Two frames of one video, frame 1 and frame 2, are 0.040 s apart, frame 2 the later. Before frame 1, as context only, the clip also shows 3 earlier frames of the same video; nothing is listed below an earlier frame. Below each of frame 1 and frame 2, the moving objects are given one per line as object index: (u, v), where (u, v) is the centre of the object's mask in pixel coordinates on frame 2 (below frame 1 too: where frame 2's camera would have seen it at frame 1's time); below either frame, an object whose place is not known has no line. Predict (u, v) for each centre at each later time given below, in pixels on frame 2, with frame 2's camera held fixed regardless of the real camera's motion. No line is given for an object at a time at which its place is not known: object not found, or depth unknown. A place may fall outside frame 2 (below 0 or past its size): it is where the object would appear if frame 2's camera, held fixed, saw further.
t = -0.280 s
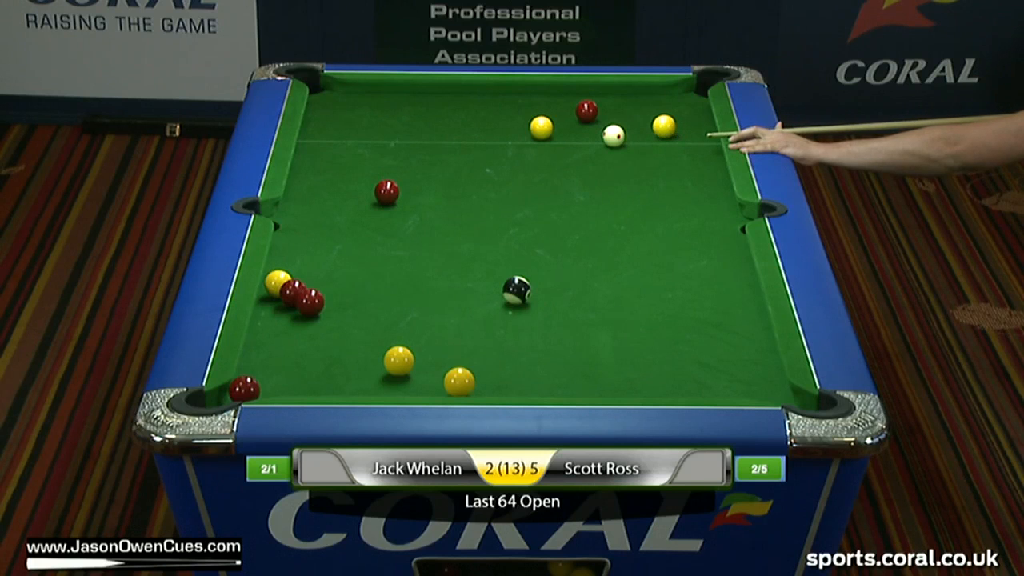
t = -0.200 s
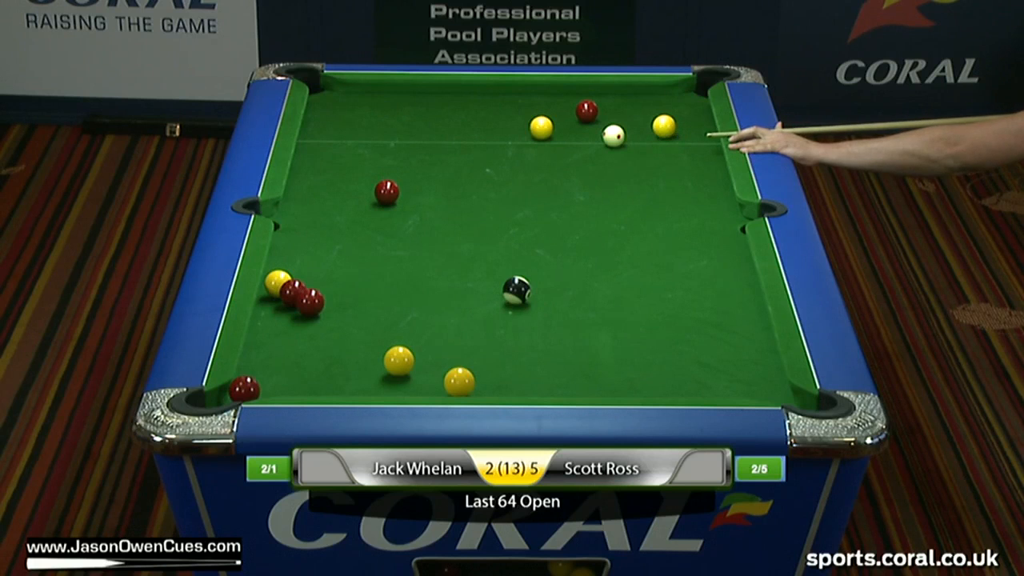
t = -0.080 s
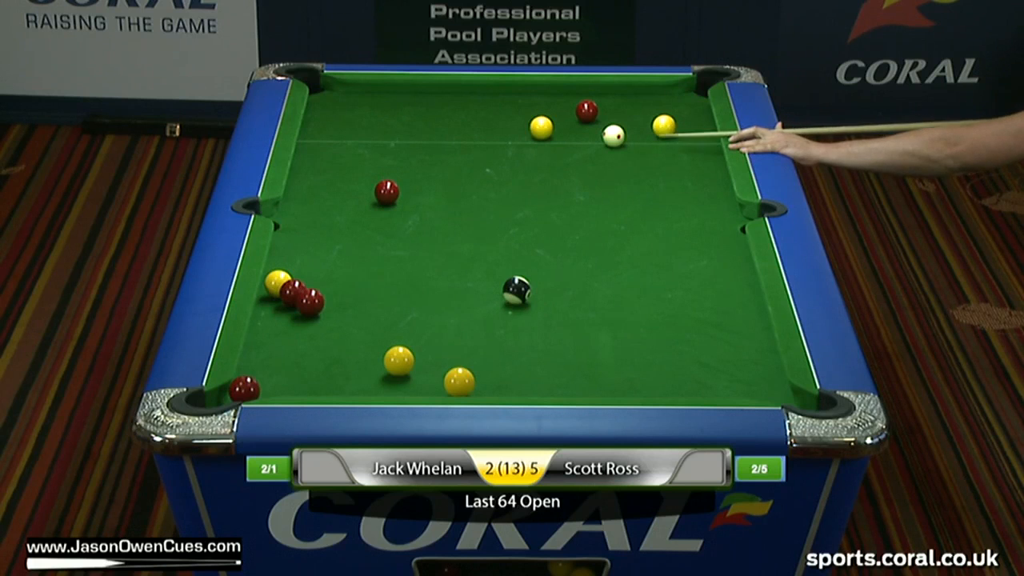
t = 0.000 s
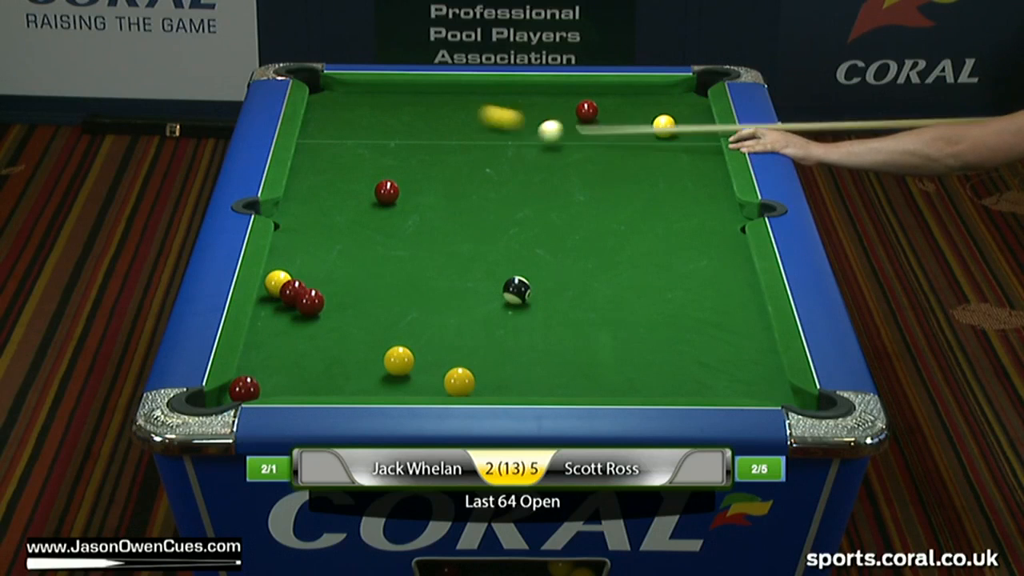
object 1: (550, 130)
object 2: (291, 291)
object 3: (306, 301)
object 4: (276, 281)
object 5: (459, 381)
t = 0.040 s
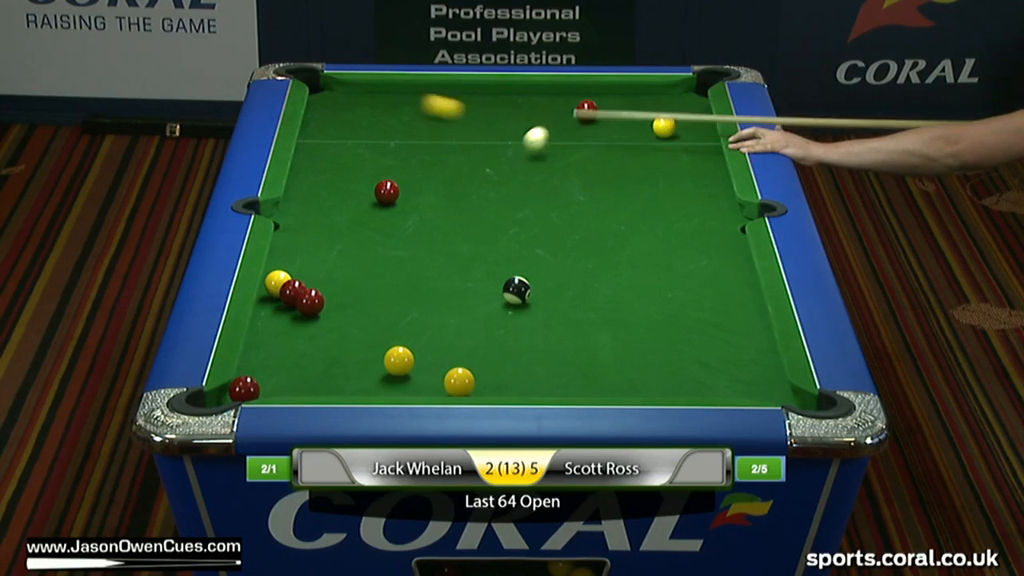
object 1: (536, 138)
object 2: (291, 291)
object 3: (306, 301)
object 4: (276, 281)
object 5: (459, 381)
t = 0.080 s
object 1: (521, 153)
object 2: (291, 291)
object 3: (306, 301)
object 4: (276, 281)
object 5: (459, 381)
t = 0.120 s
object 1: (506, 163)
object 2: (291, 291)
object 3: (306, 301)
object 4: (276, 281)
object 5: (459, 381)
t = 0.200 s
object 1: (476, 182)
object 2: (291, 291)
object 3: (306, 301)
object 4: (276, 281)
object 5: (459, 381)
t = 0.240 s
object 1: (461, 192)
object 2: (291, 291)
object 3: (306, 301)
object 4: (276, 281)
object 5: (459, 381)
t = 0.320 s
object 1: (430, 209)
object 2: (291, 291)
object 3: (306, 301)
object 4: (276, 281)
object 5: (459, 381)
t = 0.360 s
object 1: (414, 217)
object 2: (291, 291)
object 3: (306, 301)
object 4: (276, 281)
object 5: (459, 381)
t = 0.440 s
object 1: (383, 233)
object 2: (291, 291)
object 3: (306, 301)
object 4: (276, 281)
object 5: (459, 381)
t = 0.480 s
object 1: (366, 241)
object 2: (291, 291)
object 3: (306, 301)
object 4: (276, 281)
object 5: (459, 381)
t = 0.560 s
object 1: (333, 258)
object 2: (291, 291)
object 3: (306, 301)
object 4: (276, 281)
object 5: (459, 381)
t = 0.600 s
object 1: (317, 265)
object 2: (291, 291)
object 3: (306, 301)
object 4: (276, 281)
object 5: (459, 381)
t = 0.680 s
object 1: (297, 273)
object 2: (293, 292)
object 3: (308, 301)
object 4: (274, 286)
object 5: (459, 381)
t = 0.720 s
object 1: (297, 274)
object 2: (301, 293)
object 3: (314, 304)
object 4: (277, 286)
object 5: (459, 381)
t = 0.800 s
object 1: (298, 278)
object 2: (315, 296)
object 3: (326, 309)
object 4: (278, 287)
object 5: (459, 381)
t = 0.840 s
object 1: (299, 278)
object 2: (321, 297)
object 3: (331, 311)
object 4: (277, 288)
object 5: (459, 381)
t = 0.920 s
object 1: (299, 279)
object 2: (335, 300)
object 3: (344, 317)
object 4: (276, 290)
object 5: (459, 381)
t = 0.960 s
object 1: (299, 280)
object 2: (342, 302)
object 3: (350, 319)
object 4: (275, 290)
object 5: (459, 381)
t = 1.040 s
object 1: (300, 280)
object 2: (356, 305)
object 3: (361, 324)
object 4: (274, 292)
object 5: (459, 381)
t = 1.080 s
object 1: (300, 281)
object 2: (363, 307)
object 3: (366, 327)
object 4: (273, 293)
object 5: (459, 381)
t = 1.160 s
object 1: (301, 281)
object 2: (375, 310)
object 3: (377, 331)
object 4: (272, 294)
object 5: (459, 381)
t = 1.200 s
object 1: (301, 281)
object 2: (382, 312)
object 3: (382, 334)
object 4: (271, 295)
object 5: (459, 381)
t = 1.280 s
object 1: (302, 281)
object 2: (394, 316)
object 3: (392, 336)
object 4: (271, 296)
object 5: (459, 381)
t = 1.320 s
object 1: (302, 282)
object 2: (400, 318)
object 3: (397, 338)
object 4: (272, 296)
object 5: (459, 381)
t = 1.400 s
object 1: (303, 281)
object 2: (412, 321)
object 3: (410, 342)
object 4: (272, 297)
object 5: (459, 381)
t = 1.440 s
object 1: (303, 281)
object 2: (418, 323)
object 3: (415, 345)
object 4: (272, 298)
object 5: (459, 381)
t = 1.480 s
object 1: (303, 281)
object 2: (424, 325)
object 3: (419, 348)
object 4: (272, 298)
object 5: (459, 381)
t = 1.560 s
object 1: (303, 281)
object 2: (435, 328)
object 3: (428, 354)
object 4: (273, 299)
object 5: (459, 381)
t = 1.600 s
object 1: (303, 281)
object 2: (441, 330)
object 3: (433, 356)
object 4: (273, 299)
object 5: (459, 381)
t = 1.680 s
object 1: (303, 281)
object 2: (452, 334)
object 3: (442, 360)
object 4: (273, 300)
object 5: (459, 381)
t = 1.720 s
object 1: (303, 281)
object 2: (457, 335)
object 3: (446, 361)
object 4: (274, 300)
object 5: (459, 381)
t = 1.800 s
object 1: (303, 281)
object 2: (468, 338)
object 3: (456, 362)
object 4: (274, 300)
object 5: (459, 382)
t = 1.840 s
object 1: (303, 281)
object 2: (474, 339)
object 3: (462, 363)
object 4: (274, 300)
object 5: (459, 382)
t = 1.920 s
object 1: (303, 281)
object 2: (484, 341)
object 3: (474, 368)
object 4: (274, 300)
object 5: (459, 383)
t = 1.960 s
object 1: (303, 281)
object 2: (490, 342)
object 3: (478, 370)
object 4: (274, 300)
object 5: (458, 384)
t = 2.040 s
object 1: (303, 281)
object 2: (500, 344)
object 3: (486, 374)
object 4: (275, 300)
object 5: (458, 385)
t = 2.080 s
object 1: (303, 281)
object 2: (505, 346)
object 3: (490, 374)
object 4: (275, 300)
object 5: (458, 385)
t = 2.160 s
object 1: (303, 281)
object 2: (516, 349)
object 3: (499, 376)
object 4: (275, 300)
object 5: (458, 386)
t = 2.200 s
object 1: (303, 281)
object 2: (521, 350)
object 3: (504, 376)
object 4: (275, 300)
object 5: (458, 387)
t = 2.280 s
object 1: (303, 281)
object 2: (530, 352)
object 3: (513, 377)
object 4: (275, 300)
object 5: (458, 388)
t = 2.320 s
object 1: (303, 281)
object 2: (535, 353)
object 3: (517, 378)
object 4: (275, 300)
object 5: (458, 388)
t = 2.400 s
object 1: (303, 281)
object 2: (545, 355)
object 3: (525, 379)
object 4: (275, 300)
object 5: (458, 389)
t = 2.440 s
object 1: (303, 281)
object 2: (549, 356)
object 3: (530, 380)
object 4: (275, 300)
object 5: (457, 389)
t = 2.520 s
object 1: (303, 281)
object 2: (558, 358)
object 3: (537, 381)
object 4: (275, 300)
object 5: (457, 389)
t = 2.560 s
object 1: (303, 281)
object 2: (563, 360)
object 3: (541, 381)
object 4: (275, 300)
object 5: (457, 390)
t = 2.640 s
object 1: (303, 281)
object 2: (572, 362)
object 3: (549, 382)
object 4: (275, 300)
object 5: (457, 389)
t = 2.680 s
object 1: (303, 281)
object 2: (576, 363)
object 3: (552, 382)
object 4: (275, 300)
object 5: (457, 389)
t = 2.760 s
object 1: (303, 281)
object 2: (584, 365)
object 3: (560, 383)
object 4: (275, 300)
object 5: (457, 389)
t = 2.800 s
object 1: (303, 281)
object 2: (588, 366)
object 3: (563, 383)
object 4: (275, 300)
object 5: (457, 389)
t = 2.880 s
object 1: (303, 281)
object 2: (596, 367)
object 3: (569, 384)
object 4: (275, 300)
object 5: (456, 389)
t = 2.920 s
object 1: (303, 281)
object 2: (600, 368)
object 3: (573, 384)
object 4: (275, 300)
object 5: (456, 389)
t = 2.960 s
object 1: (303, 281)
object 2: (604, 369)
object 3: (575, 384)
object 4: (275, 300)
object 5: (456, 389)
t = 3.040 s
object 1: (303, 281)
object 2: (611, 371)
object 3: (581, 385)
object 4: (275, 300)
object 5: (456, 389)
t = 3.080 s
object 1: (303, 281)
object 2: (615, 372)
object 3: (584, 386)
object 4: (275, 300)
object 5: (456, 389)
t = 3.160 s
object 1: (303, 281)
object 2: (622, 374)
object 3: (590, 386)
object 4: (275, 300)
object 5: (456, 389)
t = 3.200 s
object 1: (303, 281)
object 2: (626, 375)
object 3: (592, 386)
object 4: (275, 300)
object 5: (456, 389)
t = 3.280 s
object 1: (303, 281)
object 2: (632, 376)
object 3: (598, 387)
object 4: (275, 300)
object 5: (456, 389)
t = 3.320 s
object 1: (303, 281)
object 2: (635, 377)
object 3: (600, 387)
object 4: (275, 300)
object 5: (456, 389)
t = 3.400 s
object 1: (303, 281)
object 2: (641, 379)
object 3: (605, 387)
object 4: (275, 300)
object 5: (456, 389)
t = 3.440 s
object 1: (303, 281)
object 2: (645, 379)
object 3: (607, 387)
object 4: (275, 300)
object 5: (456, 389)
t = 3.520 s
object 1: (303, 281)
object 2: (650, 380)
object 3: (611, 387)
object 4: (275, 300)
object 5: (456, 389)
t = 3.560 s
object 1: (303, 281)
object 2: (653, 380)
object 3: (613, 388)
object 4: (275, 300)
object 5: (456, 389)
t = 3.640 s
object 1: (303, 281)
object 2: (659, 381)
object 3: (617, 388)
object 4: (275, 300)
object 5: (456, 389)
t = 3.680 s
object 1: (303, 281)
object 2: (661, 381)
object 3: (619, 388)
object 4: (275, 300)
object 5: (456, 389)
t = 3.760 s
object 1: (303, 281)
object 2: (666, 382)
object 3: (622, 388)
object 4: (275, 300)
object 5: (456, 389)
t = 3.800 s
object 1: (303, 281)
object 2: (669, 382)
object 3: (623, 388)
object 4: (275, 300)
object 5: (456, 389)
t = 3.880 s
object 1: (303, 281)
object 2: (673, 383)
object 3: (626, 389)
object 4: (275, 300)
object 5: (456, 389)
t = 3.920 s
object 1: (303, 281)
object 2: (675, 383)
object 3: (627, 389)
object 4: (275, 300)
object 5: (456, 389)
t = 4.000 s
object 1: (303, 281)
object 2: (680, 384)
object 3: (629, 389)
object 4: (275, 300)
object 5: (456, 389)
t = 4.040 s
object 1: (303, 281)
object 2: (682, 384)
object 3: (630, 389)
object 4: (275, 300)
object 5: (456, 389)
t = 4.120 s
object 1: (303, 281)
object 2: (685, 384)
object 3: (631, 389)
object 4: (275, 300)
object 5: (456, 389)
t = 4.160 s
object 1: (303, 281)
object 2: (687, 385)
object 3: (632, 389)
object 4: (275, 300)
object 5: (456, 389)
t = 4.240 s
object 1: (303, 281)
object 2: (690, 385)
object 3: (633, 389)
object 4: (275, 300)
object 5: (456, 389)
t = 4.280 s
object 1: (303, 281)
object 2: (692, 385)
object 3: (634, 389)
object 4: (275, 300)
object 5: (456, 389)
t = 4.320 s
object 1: (303, 281)
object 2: (694, 385)
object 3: (634, 389)
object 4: (275, 300)
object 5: (456, 389)
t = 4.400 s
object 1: (303, 281)
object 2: (696, 385)
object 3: (634, 389)
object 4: (275, 300)
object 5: (456, 389)
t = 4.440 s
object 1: (303, 281)
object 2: (697, 386)
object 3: (634, 389)
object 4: (275, 300)
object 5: (456, 389)
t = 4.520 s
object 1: (303, 281)
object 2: (699, 386)
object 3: (635, 389)
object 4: (275, 300)
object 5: (456, 389)
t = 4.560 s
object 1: (303, 281)
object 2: (700, 386)
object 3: (634, 389)
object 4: (275, 300)
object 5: (456, 389)
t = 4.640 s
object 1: (303, 281)
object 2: (702, 386)
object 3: (634, 389)
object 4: (275, 300)
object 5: (456, 389)
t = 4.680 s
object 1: (303, 281)
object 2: (703, 386)
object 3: (634, 389)
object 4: (275, 300)
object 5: (456, 389)
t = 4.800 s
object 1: (303, 281)
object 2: (704, 386)
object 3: (634, 389)
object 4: (275, 300)
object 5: (456, 389)
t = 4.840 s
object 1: (303, 281)
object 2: (704, 386)
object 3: (634, 389)
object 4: (275, 300)
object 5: (456, 389)
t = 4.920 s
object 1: (303, 281)
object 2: (704, 386)
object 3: (634, 389)
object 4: (275, 300)
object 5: (456, 389)
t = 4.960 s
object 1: (303, 281)
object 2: (704, 386)
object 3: (634, 389)
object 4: (275, 300)
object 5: (456, 389)
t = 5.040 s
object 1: (303, 281)
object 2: (704, 386)
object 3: (634, 389)
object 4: (275, 300)
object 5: (456, 389)
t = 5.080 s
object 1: (303, 281)
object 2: (704, 386)
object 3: (634, 389)
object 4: (275, 300)
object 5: (456, 389)
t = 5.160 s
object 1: (303, 281)
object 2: (704, 386)
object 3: (634, 389)
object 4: (275, 300)
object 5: (456, 389)
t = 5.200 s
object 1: (303, 281)
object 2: (704, 386)
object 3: (634, 389)
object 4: (275, 300)
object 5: (456, 389)
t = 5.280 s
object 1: (303, 281)
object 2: (703, 386)
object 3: (634, 389)
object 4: (275, 300)
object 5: (456, 389)
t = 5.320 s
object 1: (303, 281)
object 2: (703, 386)
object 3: (634, 389)
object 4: (275, 300)
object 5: (456, 389)
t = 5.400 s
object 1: (303, 281)
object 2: (703, 386)
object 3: (634, 389)
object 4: (275, 300)
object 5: (456, 389)
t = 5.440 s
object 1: (303, 281)
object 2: (703, 386)
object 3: (634, 389)
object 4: (275, 300)
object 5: (456, 389)
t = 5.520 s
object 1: (303, 281)
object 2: (703, 386)
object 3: (634, 389)
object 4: (275, 300)
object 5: (456, 389)
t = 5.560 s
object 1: (303, 281)
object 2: (703, 386)
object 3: (634, 389)
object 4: (275, 300)
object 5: (456, 389)
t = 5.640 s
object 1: (303, 281)
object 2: (703, 386)
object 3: (634, 389)
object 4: (275, 300)
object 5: (456, 389)
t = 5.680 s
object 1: (303, 281)
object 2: (703, 386)
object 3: (634, 389)
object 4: (275, 300)
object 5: (456, 389)
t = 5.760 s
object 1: (303, 281)
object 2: (703, 386)
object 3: (634, 389)
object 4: (275, 300)
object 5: (456, 389)
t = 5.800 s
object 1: (303, 281)
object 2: (703, 386)
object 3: (634, 389)
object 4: (275, 300)
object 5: (456, 389)
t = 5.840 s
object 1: (303, 281)
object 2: (703, 386)
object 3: (634, 389)
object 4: (275, 300)
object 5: (456, 389)
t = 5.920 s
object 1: (303, 281)
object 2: (703, 386)
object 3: (634, 389)
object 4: (275, 300)
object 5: (456, 389)
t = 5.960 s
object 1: (303, 281)
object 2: (703, 386)
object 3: (634, 389)
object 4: (275, 300)
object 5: (456, 389)
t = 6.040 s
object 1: (303, 281)
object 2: (703, 386)
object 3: (634, 389)
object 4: (275, 300)
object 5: (456, 389)
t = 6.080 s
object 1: (303, 281)
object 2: (703, 386)
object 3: (634, 389)
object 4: (275, 300)
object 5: (456, 389)
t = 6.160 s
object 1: (303, 281)
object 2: (703, 386)
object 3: (634, 389)
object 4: (275, 300)
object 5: (456, 389)
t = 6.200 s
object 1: (303, 281)
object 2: (703, 386)
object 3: (634, 389)
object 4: (275, 300)
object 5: (456, 389)
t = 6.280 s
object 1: (303, 281)
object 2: (703, 386)
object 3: (634, 389)
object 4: (275, 300)
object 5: (456, 389)
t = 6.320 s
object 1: (303, 281)
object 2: (703, 386)
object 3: (634, 389)
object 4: (275, 300)
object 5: (456, 389)
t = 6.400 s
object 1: (303, 281)
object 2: (703, 386)
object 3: (634, 389)
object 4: (275, 300)
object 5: (456, 389)
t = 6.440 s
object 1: (303, 281)
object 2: (703, 386)
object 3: (634, 389)
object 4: (275, 300)
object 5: (456, 389)
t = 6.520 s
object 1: (303, 281)
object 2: (703, 386)
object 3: (634, 389)
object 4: (275, 300)
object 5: (456, 389)
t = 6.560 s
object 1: (303, 281)
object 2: (703, 386)
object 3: (634, 389)
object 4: (275, 300)
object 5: (456, 389)
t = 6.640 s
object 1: (303, 281)
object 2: (703, 386)
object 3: (634, 389)
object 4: (275, 300)
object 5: (456, 389)
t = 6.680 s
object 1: (303, 281)
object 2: (703, 386)
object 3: (634, 389)
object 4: (275, 300)
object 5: (456, 389)
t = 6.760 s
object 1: (303, 281)
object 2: (703, 386)
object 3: (634, 389)
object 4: (275, 300)
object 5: (456, 389)
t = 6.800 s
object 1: (303, 281)
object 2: (703, 386)
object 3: (634, 389)
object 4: (275, 300)
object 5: (456, 389)
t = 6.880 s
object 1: (303, 281)
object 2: (703, 386)
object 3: (634, 389)
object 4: (275, 300)
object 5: (456, 389)
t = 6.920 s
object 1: (303, 281)
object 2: (703, 386)
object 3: (634, 389)
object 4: (275, 300)
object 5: (456, 389)
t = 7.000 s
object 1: (303, 281)
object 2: (703, 386)
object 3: (634, 389)
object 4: (275, 300)
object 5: (456, 389)
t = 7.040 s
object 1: (303, 281)
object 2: (703, 386)
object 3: (634, 389)
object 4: (275, 300)
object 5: (456, 389)
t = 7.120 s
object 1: (303, 281)
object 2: (703, 386)
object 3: (634, 389)
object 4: (275, 300)
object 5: (456, 389)
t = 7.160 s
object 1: (303, 281)
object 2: (703, 386)
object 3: (634, 389)
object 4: (275, 300)
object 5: (456, 389)
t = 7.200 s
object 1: (303, 281)
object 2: (703, 386)
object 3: (634, 389)
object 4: (275, 300)
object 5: (456, 389)
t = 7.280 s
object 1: (303, 281)
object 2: (703, 386)
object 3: (634, 389)
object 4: (275, 300)
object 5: (456, 389)
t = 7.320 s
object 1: (303, 281)
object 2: (703, 386)
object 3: (634, 389)
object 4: (275, 300)
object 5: (456, 389)
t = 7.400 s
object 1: (303, 281)
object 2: (703, 386)
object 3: (634, 389)
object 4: (275, 300)
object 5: (456, 389)
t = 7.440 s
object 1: (303, 281)
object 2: (703, 386)
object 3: (634, 389)
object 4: (275, 300)
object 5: (456, 389)
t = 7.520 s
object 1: (303, 281)
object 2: (703, 386)
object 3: (634, 389)
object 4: (275, 300)
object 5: (456, 389)
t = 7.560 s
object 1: (303, 281)
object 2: (703, 386)
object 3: (634, 389)
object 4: (275, 300)
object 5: (456, 389)
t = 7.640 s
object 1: (303, 281)
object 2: (703, 386)
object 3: (634, 389)
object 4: (275, 300)
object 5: (456, 389)
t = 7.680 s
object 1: (303, 281)
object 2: (703, 386)
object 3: (634, 389)
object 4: (275, 300)
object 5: (456, 389)
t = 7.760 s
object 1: (303, 281)
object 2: (703, 386)
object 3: (634, 389)
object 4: (275, 300)
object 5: (456, 389)
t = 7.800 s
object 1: (303, 281)
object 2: (703, 386)
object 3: (634, 389)
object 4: (275, 300)
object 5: (456, 389)
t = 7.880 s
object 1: (303, 281)
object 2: (703, 386)
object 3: (634, 389)
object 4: (275, 300)
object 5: (456, 389)
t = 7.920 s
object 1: (303, 281)
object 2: (703, 386)
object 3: (634, 389)
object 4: (275, 300)
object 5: (456, 389)
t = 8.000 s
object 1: (303, 281)
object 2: (703, 386)
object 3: (634, 389)
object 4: (275, 300)
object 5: (456, 389)
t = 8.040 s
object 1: (303, 281)
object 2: (703, 386)
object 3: (634, 389)
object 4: (275, 300)
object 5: (456, 389)
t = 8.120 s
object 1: (303, 281)
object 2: (703, 386)
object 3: (634, 389)
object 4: (275, 300)
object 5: (456, 389)
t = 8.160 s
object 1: (303, 281)
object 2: (703, 386)
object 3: (634, 389)
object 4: (275, 300)
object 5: (456, 389)
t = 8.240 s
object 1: (303, 281)
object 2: (703, 386)
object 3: (634, 389)
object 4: (275, 300)
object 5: (456, 389)
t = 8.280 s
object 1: (303, 281)
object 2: (703, 386)
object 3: (634, 389)
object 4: (275, 300)
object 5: (456, 389)
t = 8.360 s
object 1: (303, 281)
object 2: (703, 386)
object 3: (634, 389)
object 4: (275, 300)
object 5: (456, 389)
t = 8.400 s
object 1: (303, 281)
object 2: (703, 386)
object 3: (634, 389)
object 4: (275, 300)
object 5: (456, 389)
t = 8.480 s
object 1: (303, 281)
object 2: (703, 386)
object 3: (634, 389)
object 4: (275, 300)
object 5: (456, 389)
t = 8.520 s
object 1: (303, 281)
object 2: (703, 386)
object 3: (634, 389)
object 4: (275, 300)
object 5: (456, 389)
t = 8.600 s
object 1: (303, 281)
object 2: (703, 386)
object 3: (634, 389)
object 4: (275, 300)
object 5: (456, 389)
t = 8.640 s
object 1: (303, 281)
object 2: (703, 386)
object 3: (634, 389)
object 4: (275, 300)
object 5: (456, 389)
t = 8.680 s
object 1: (303, 281)
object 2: (703, 386)
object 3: (634, 389)
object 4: (275, 300)
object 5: (456, 389)
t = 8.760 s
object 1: (303, 281)
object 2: (703, 386)
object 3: (634, 389)
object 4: (275, 300)
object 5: (456, 389)
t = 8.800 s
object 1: (303, 281)
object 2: (703, 386)
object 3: (634, 389)
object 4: (275, 300)
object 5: (456, 389)
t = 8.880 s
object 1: (303, 281)
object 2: (703, 386)
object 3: (634, 389)
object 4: (275, 300)
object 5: (456, 389)
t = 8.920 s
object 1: (303, 281)
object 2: (703, 386)
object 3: (634, 389)
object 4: (275, 300)
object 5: (456, 389)
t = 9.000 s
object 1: (303, 281)
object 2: (703, 386)
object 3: (634, 389)
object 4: (275, 300)
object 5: (456, 389)
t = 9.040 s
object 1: (303, 281)
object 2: (703, 386)
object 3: (634, 389)
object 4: (275, 300)
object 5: (456, 389)
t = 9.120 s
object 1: (303, 281)
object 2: (703, 386)
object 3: (634, 389)
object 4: (275, 300)
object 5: (456, 389)
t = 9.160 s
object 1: (303, 281)
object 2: (703, 386)
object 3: (634, 389)
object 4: (275, 300)
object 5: (456, 389)
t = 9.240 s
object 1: (303, 281)
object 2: (703, 386)
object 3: (634, 389)
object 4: (275, 300)
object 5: (456, 389)
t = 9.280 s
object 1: (303, 281)
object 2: (703, 386)
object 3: (634, 389)
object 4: (275, 300)
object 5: (456, 389)
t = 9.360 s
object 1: (303, 281)
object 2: (703, 386)
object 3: (634, 389)
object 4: (275, 300)
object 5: (456, 389)
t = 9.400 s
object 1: (303, 281)
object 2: (703, 386)
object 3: (634, 389)
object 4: (275, 300)
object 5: (456, 389)
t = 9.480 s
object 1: (303, 281)
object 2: (703, 386)
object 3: (634, 389)
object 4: (275, 300)
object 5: (456, 389)
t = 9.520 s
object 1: (303, 281)
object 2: (703, 386)
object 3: (634, 389)
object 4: (275, 300)
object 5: (456, 389)
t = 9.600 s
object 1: (303, 281)
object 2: (703, 386)
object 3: (634, 389)
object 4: (275, 300)
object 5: (456, 389)
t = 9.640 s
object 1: (303, 281)
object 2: (703, 386)
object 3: (634, 389)
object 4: (275, 300)
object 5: (456, 389)
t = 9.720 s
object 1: (303, 281)
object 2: (703, 386)
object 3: (634, 389)
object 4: (275, 300)
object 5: (456, 389)
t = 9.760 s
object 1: (303, 281)
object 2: (703, 386)
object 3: (634, 389)
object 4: (275, 300)
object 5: (456, 389)
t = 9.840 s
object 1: (303, 281)
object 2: (703, 386)
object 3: (634, 389)
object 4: (275, 300)
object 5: (456, 389)
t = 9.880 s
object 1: (303, 281)
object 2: (703, 386)
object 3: (634, 389)
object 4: (275, 300)
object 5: (456, 389)
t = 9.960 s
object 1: (303, 281)
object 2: (703, 386)
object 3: (634, 389)
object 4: (275, 300)
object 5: (456, 389)
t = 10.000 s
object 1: (303, 281)
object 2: (703, 386)
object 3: (634, 389)
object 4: (275, 300)
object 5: (456, 389)
